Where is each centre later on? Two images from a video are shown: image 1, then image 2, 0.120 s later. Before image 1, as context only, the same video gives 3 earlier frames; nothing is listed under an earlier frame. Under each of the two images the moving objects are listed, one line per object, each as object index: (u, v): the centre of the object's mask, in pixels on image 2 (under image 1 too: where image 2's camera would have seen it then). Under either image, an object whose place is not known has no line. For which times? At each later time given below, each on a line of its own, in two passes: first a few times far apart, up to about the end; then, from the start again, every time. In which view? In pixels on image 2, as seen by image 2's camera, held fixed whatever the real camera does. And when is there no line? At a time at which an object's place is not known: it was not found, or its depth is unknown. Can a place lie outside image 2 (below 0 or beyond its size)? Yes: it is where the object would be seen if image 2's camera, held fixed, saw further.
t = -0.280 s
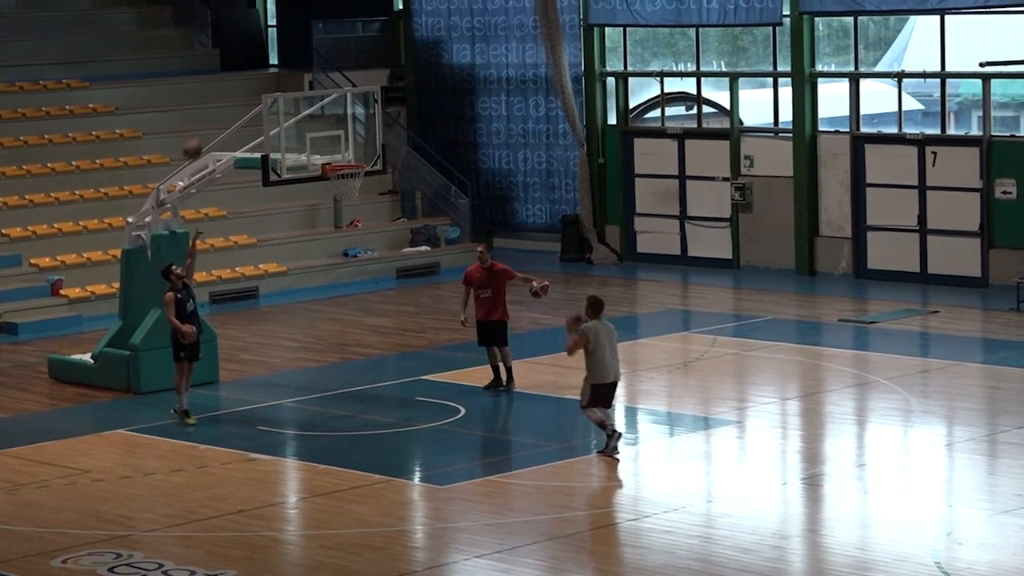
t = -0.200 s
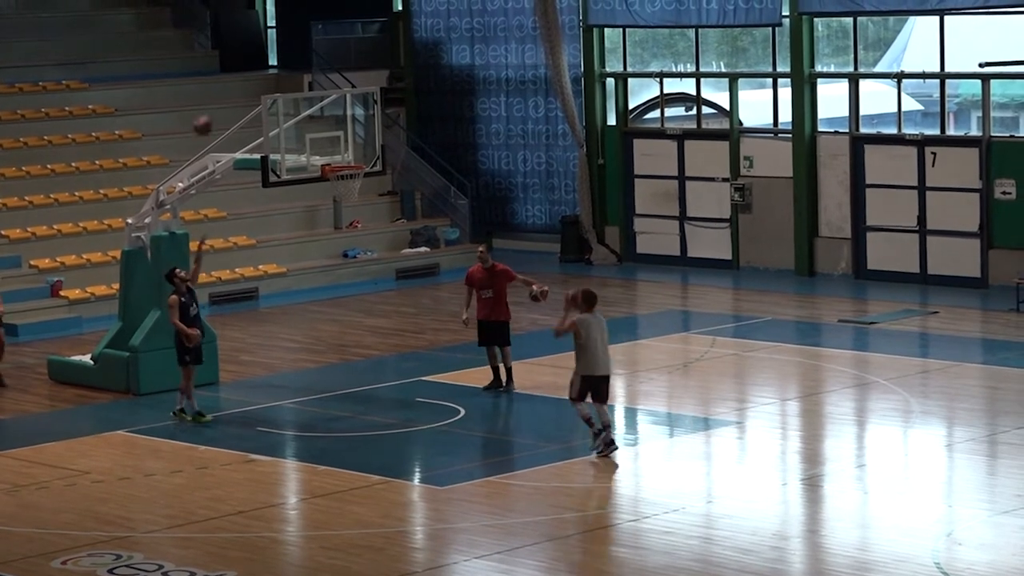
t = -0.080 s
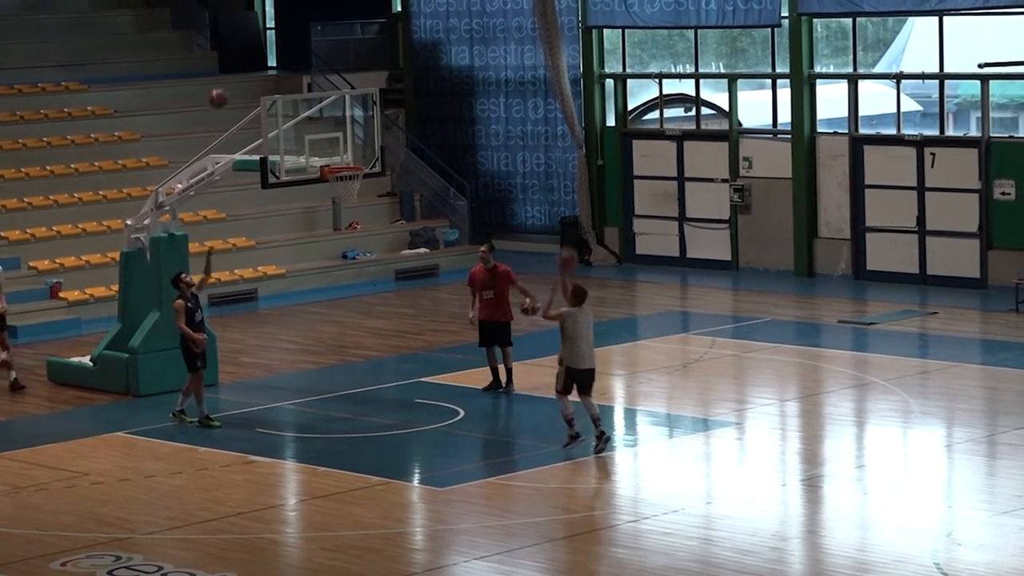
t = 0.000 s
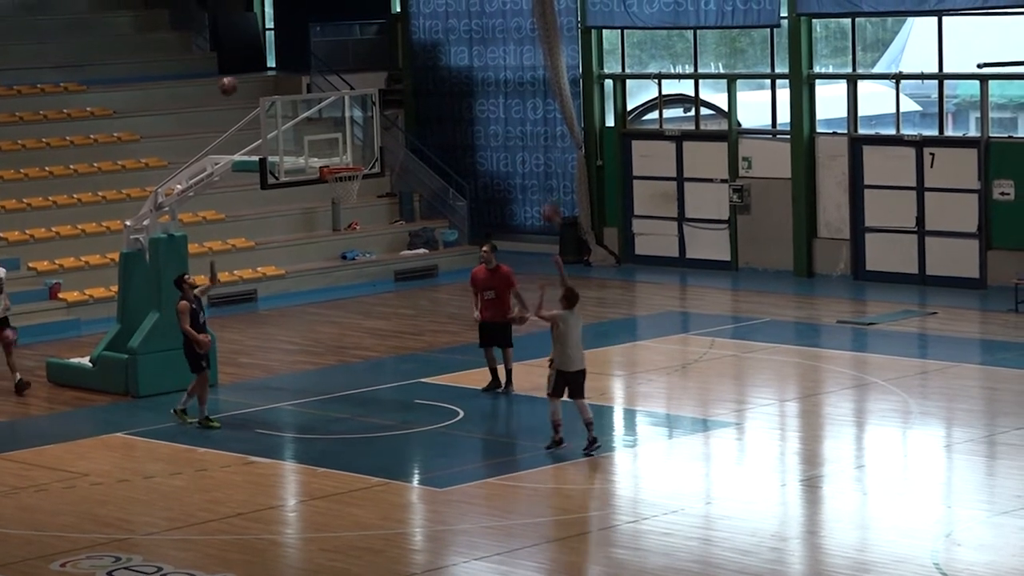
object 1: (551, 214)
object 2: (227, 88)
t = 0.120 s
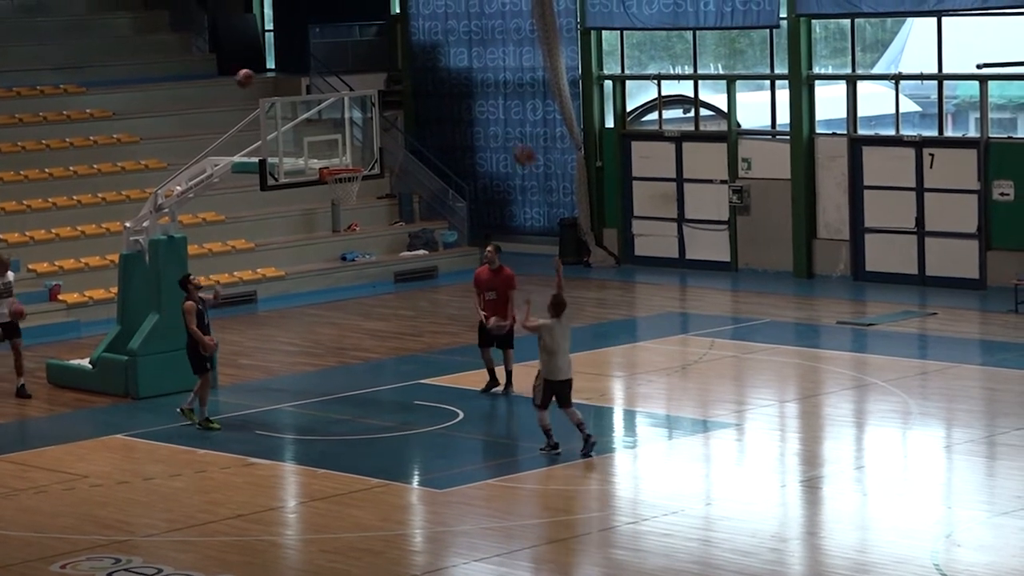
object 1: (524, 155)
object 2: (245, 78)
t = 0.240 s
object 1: (500, 109)
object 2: (262, 79)
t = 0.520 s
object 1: (447, 49)
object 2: (281, 85)
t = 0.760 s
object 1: (405, 52)
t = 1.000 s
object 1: (367, 99)
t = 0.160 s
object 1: (515, 138)
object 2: (250, 77)
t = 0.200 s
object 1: (508, 123)
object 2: (256, 77)
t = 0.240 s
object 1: (500, 109)
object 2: (262, 79)
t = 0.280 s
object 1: (492, 96)
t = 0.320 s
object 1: (484, 84)
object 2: (274, 87)
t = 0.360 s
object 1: (477, 76)
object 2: (277, 86)
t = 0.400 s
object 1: (469, 68)
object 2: (278, 85)
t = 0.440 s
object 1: (461, 60)
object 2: (278, 84)
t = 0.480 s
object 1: (454, 55)
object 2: (280, 84)
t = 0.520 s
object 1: (447, 49)
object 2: (281, 85)
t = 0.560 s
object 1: (439, 47)
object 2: (282, 87)
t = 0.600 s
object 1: (433, 46)
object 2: (284, 89)
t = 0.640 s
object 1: (425, 46)
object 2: (285, 92)
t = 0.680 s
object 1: (418, 46)
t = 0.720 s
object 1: (411, 48)
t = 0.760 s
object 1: (405, 52)
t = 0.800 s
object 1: (398, 57)
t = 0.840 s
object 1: (392, 62)
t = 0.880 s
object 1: (386, 69)
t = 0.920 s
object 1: (380, 78)
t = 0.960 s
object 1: (375, 86)
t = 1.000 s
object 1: (367, 99)
